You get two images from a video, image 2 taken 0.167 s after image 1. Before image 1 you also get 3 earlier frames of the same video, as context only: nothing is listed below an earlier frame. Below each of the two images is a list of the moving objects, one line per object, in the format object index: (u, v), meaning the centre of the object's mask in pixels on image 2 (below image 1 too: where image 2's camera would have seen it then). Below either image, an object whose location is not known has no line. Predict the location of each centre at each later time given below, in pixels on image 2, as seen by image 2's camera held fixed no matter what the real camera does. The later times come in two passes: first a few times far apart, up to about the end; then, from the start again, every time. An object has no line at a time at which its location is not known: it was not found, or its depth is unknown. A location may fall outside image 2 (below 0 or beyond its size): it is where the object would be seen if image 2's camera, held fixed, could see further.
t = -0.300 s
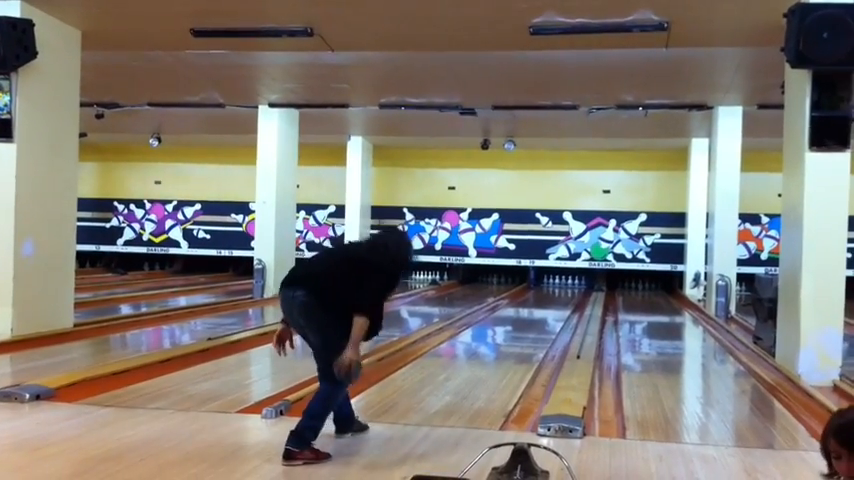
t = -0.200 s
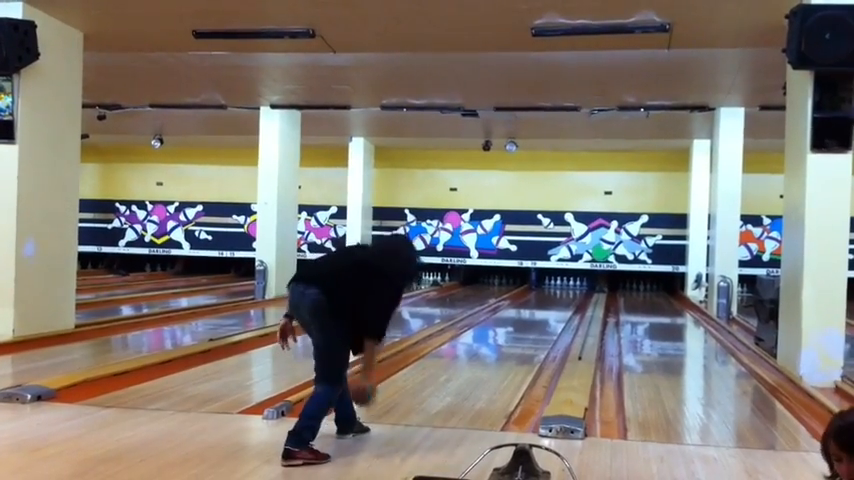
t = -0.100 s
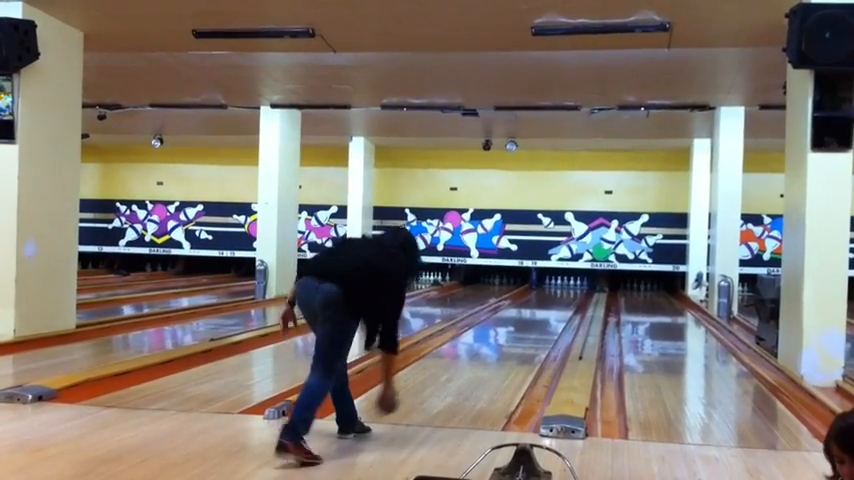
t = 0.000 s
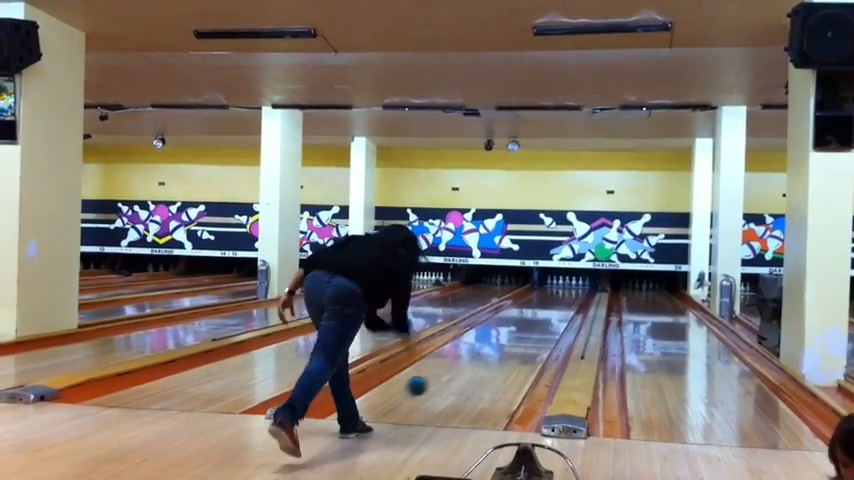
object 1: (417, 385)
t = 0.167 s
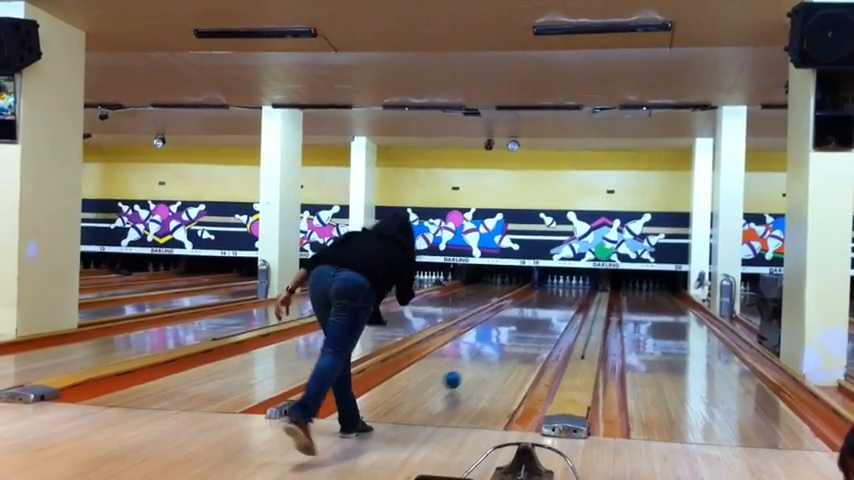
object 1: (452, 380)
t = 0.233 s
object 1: (463, 373)
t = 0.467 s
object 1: (494, 352)
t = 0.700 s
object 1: (516, 337)
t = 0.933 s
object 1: (532, 326)
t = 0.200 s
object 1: (458, 376)
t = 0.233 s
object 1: (463, 373)
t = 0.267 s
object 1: (468, 370)
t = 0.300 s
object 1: (473, 366)
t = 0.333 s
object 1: (478, 363)
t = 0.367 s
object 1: (482, 360)
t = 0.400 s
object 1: (486, 357)
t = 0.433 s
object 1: (491, 355)
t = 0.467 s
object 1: (494, 352)
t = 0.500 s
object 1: (498, 349)
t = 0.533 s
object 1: (501, 347)
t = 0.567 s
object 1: (504, 345)
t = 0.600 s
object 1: (508, 343)
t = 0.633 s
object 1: (511, 341)
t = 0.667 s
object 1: (513, 339)
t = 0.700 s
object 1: (516, 337)
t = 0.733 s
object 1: (519, 335)
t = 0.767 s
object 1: (521, 334)
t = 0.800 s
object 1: (523, 333)
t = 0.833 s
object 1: (526, 331)
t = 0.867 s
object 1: (528, 329)
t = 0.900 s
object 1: (530, 328)
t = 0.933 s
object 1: (532, 326)
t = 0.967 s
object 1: (534, 325)
